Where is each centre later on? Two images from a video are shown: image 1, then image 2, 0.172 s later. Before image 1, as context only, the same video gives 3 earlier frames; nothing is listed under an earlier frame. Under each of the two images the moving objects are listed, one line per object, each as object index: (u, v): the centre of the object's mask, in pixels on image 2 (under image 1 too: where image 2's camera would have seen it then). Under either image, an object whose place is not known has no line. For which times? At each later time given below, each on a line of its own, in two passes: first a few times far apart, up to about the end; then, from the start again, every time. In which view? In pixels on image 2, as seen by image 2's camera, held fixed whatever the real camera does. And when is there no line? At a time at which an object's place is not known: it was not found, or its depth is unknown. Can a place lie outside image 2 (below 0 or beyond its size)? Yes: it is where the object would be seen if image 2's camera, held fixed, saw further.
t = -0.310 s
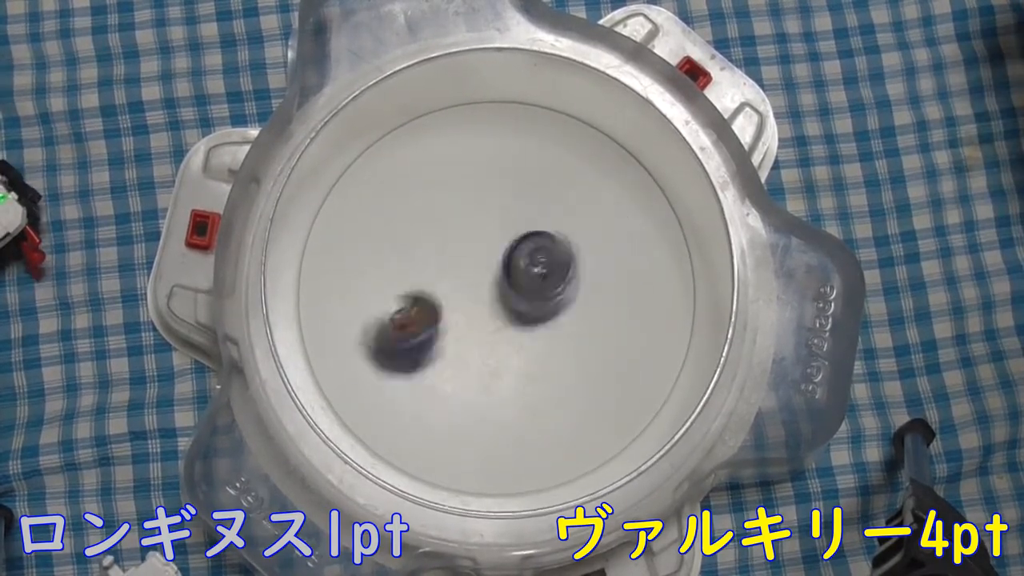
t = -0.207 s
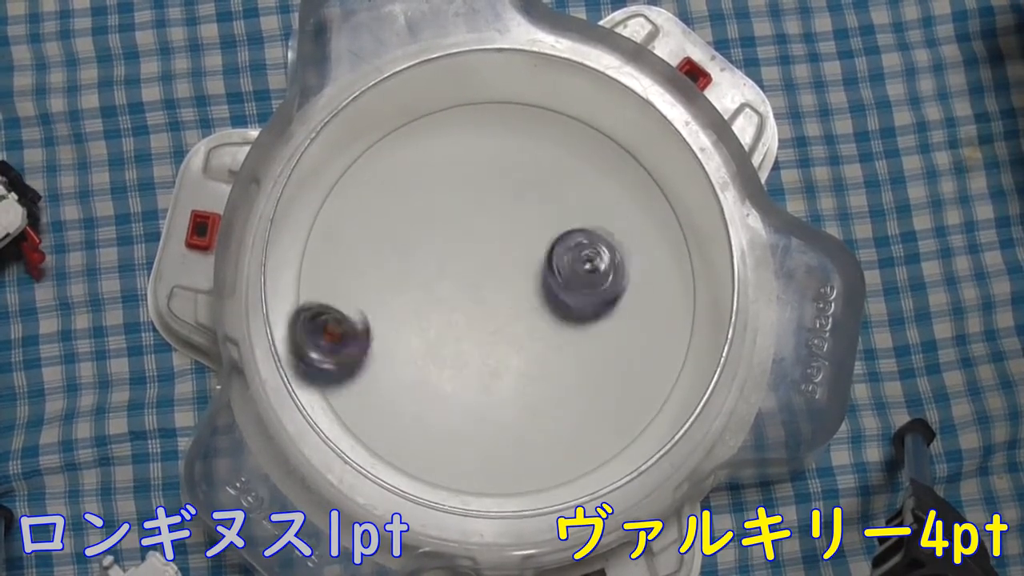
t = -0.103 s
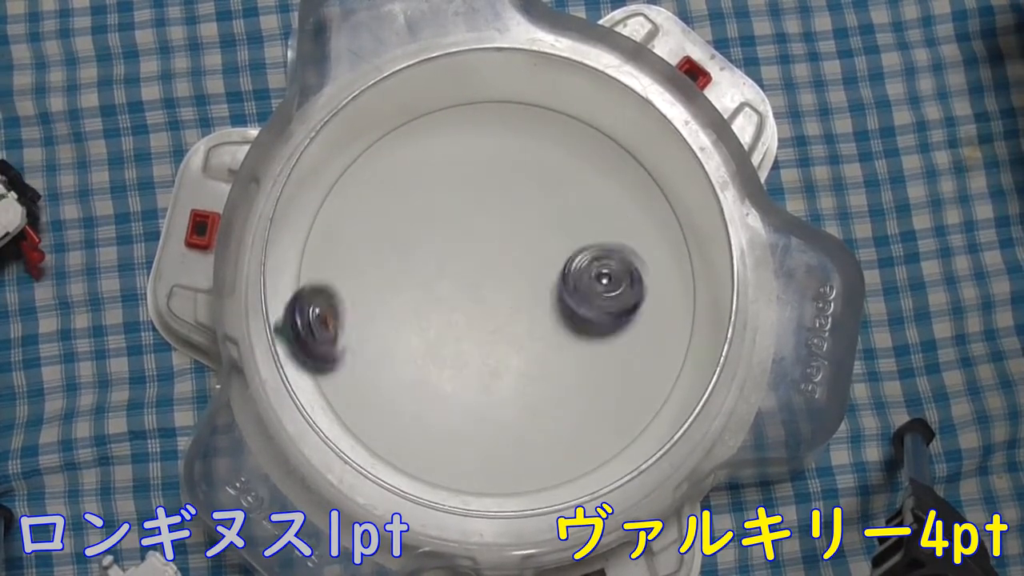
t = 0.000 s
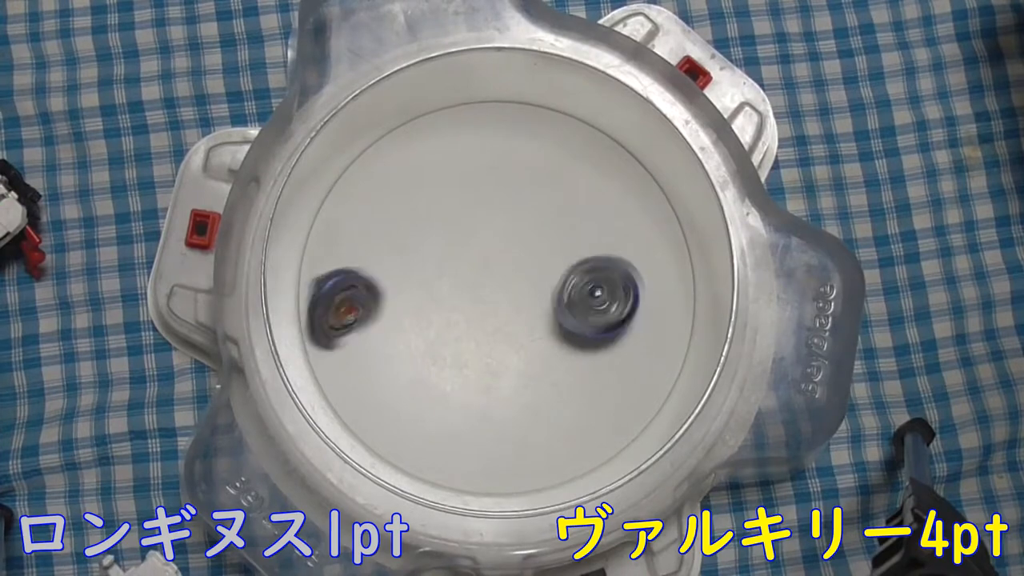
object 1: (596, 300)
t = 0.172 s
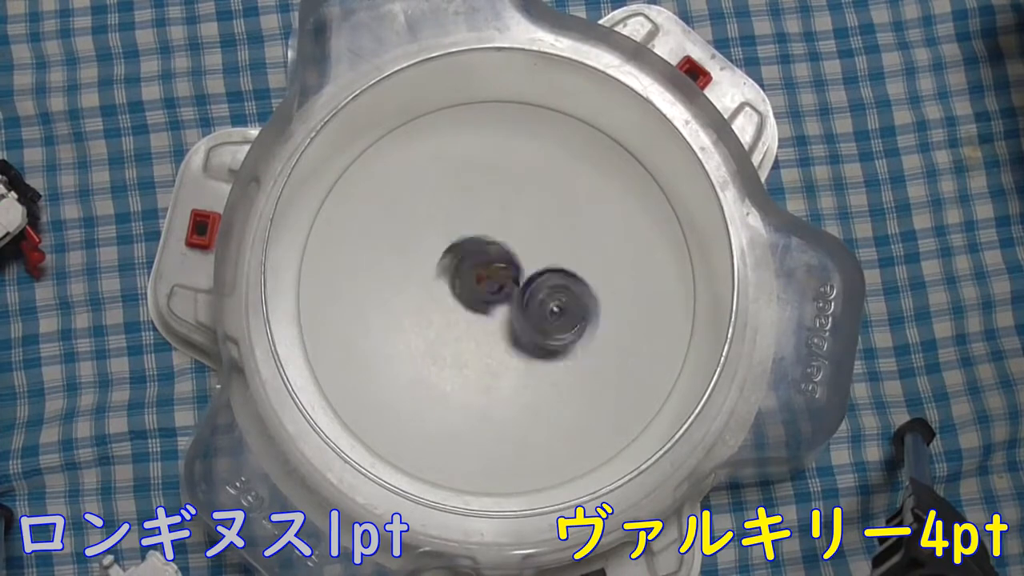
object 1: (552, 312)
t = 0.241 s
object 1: (571, 330)
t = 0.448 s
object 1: (573, 351)
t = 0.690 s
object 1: (517, 311)
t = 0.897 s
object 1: (457, 313)
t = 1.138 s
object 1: (454, 330)
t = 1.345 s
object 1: (486, 317)
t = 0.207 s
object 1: (561, 322)
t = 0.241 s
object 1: (571, 330)
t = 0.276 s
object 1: (578, 339)
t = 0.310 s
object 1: (580, 346)
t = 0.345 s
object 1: (580, 354)
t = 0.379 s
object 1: (579, 355)
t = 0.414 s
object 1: (577, 355)
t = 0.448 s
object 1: (573, 351)
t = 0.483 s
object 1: (567, 345)
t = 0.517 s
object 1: (563, 341)
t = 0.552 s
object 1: (557, 333)
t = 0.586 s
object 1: (548, 327)
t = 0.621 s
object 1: (540, 319)
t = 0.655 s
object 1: (528, 313)
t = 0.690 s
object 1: (517, 311)
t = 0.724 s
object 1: (507, 310)
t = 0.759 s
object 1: (499, 310)
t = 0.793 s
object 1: (486, 312)
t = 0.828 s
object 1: (476, 312)
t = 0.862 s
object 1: (465, 312)
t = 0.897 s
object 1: (457, 313)
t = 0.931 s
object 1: (451, 315)
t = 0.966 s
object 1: (445, 318)
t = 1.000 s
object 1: (443, 321)
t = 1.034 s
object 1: (440, 325)
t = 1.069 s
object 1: (443, 328)
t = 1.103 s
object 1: (449, 330)
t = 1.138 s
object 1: (454, 330)
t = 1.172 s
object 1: (459, 326)
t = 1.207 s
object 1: (464, 322)
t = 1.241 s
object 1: (471, 319)
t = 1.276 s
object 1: (477, 314)
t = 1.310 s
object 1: (482, 316)
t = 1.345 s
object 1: (486, 317)
